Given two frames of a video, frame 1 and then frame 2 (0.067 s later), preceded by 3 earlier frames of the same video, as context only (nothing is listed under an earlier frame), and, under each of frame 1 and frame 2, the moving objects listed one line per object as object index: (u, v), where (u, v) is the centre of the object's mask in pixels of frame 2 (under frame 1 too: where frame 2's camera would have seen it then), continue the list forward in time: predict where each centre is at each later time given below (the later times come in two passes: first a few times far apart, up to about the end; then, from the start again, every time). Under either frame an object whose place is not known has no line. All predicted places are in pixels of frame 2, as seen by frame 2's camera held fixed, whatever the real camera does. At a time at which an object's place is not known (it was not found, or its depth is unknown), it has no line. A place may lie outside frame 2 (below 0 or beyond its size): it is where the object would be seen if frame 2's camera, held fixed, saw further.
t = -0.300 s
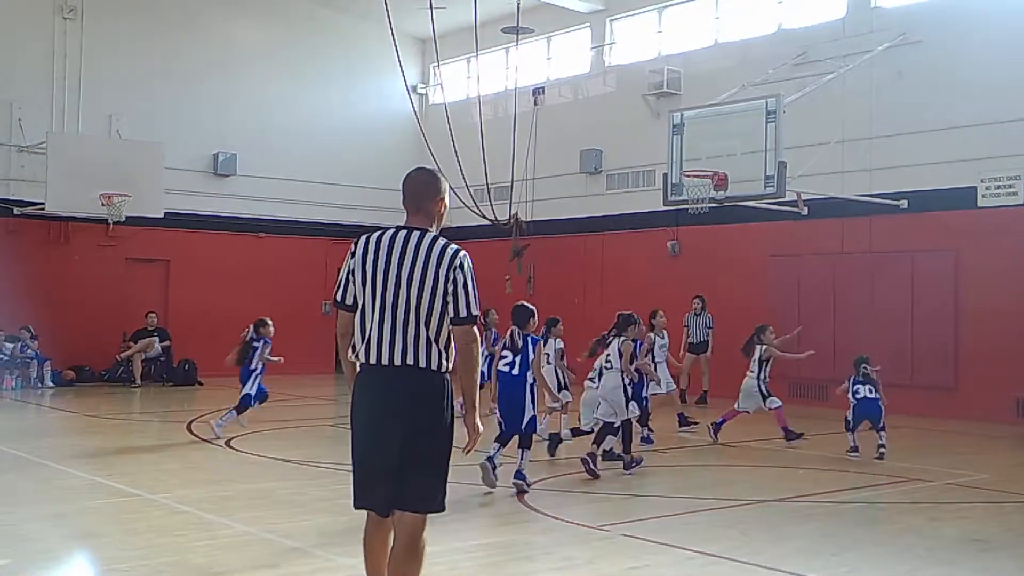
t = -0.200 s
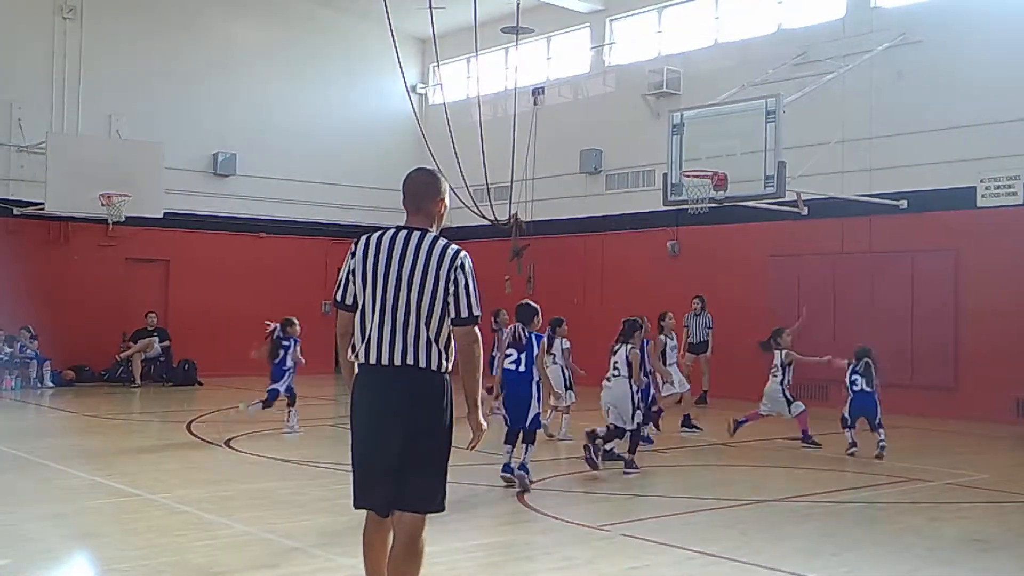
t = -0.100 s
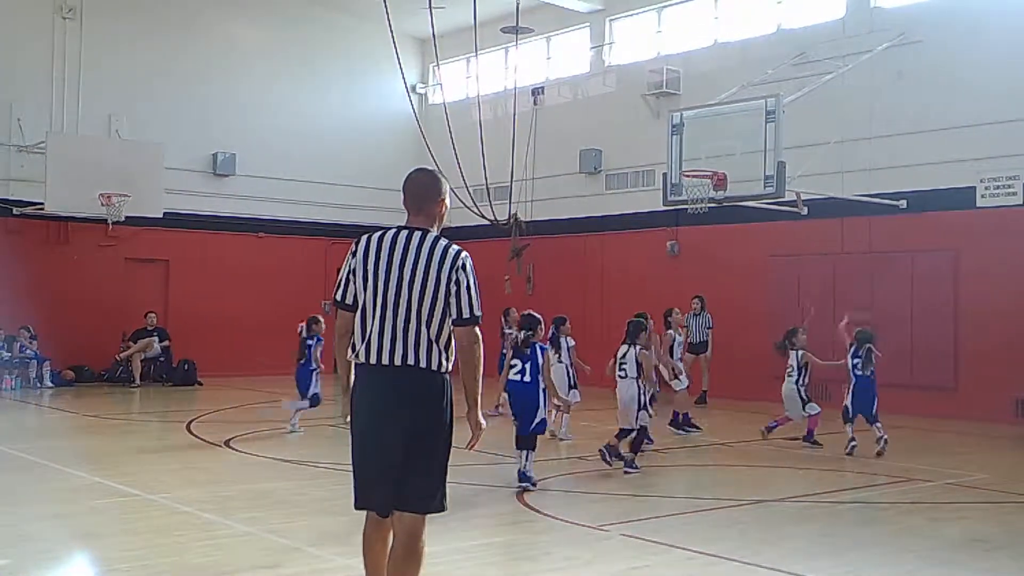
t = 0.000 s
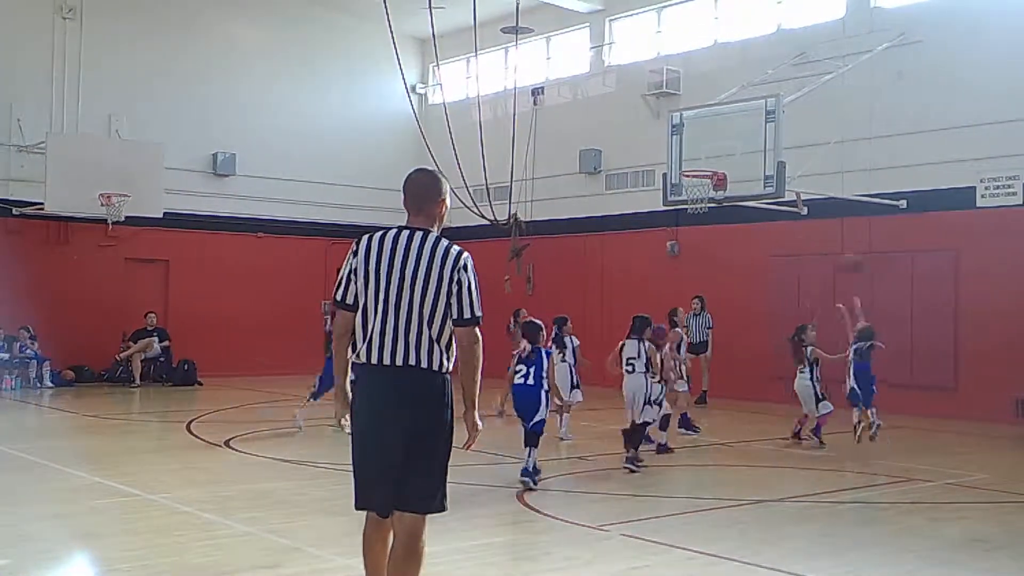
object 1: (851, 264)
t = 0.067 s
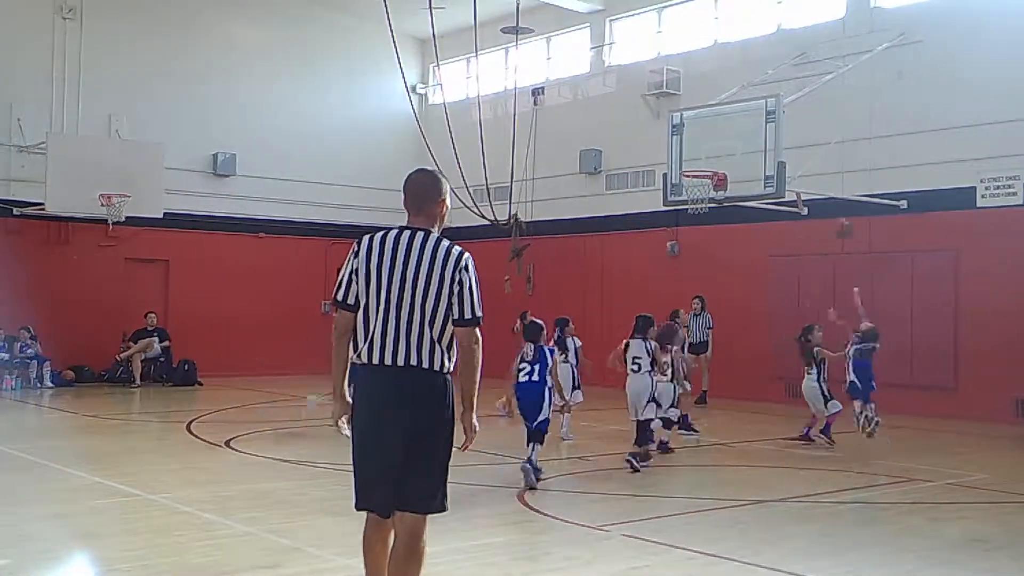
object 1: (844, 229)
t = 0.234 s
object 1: (816, 165)
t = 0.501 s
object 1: (781, 123)
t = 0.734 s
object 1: (752, 134)
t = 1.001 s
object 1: (720, 157)
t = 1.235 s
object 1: (729, 149)
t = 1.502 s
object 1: (738, 197)
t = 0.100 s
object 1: (834, 211)
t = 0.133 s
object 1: (829, 198)
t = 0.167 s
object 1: (825, 187)
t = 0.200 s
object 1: (820, 176)
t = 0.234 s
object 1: (816, 165)
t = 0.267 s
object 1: (811, 156)
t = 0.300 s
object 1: (806, 148)
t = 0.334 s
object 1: (802, 142)
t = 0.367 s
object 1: (797, 135)
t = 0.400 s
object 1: (793, 131)
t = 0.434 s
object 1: (789, 127)
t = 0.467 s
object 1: (785, 124)
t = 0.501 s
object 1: (781, 123)
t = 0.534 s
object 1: (776, 122)
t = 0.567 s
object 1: (772, 122)
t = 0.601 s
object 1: (768, 123)
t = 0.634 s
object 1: (764, 125)
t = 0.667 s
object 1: (760, 128)
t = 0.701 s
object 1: (756, 131)
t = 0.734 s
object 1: (752, 134)
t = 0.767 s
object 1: (747, 136)
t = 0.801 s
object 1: (742, 139)
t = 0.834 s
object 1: (736, 144)
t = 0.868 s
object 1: (731, 149)
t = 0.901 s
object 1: (726, 154)
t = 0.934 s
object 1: (720, 161)
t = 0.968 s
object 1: (718, 162)
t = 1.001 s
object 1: (720, 157)
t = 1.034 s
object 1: (721, 153)
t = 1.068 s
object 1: (722, 151)
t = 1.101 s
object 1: (723, 148)
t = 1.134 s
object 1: (725, 147)
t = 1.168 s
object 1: (726, 147)
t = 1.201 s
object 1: (727, 148)
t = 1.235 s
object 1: (729, 149)
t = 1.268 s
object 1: (730, 152)
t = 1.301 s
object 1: (731, 155)
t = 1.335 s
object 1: (732, 160)
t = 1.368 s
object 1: (734, 165)
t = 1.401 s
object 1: (735, 172)
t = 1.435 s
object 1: (736, 179)
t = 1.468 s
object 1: (737, 187)
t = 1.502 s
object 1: (738, 197)
